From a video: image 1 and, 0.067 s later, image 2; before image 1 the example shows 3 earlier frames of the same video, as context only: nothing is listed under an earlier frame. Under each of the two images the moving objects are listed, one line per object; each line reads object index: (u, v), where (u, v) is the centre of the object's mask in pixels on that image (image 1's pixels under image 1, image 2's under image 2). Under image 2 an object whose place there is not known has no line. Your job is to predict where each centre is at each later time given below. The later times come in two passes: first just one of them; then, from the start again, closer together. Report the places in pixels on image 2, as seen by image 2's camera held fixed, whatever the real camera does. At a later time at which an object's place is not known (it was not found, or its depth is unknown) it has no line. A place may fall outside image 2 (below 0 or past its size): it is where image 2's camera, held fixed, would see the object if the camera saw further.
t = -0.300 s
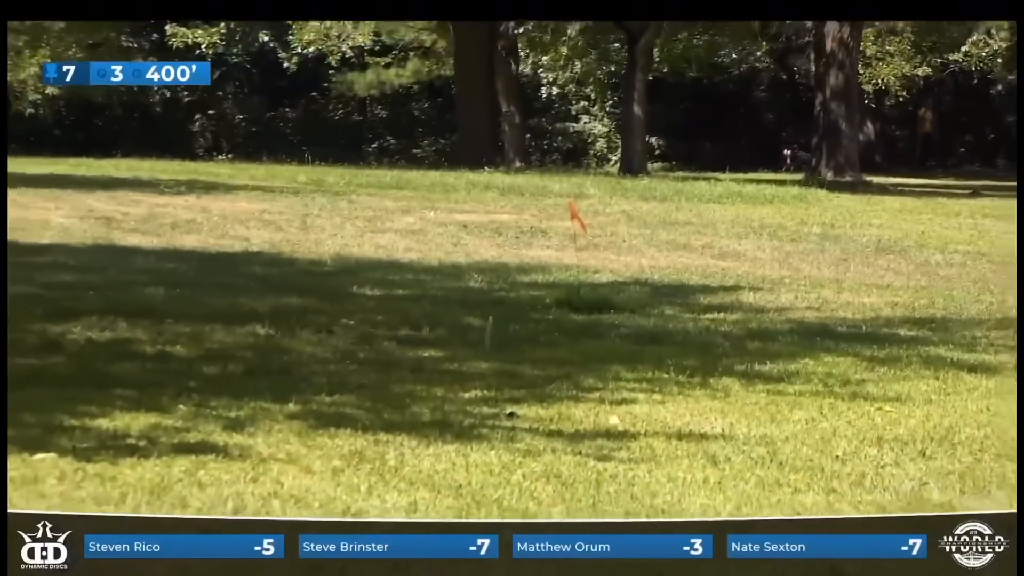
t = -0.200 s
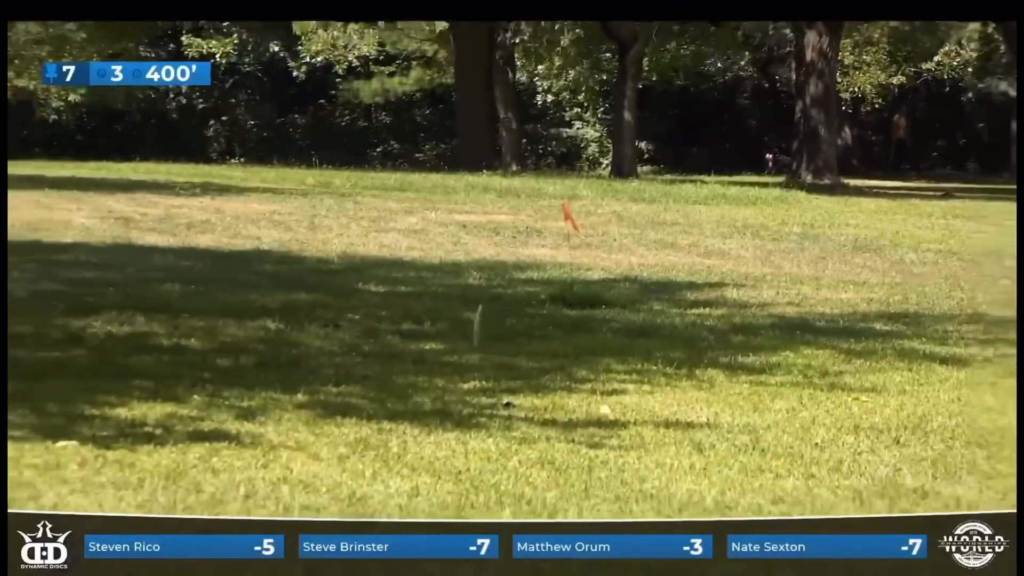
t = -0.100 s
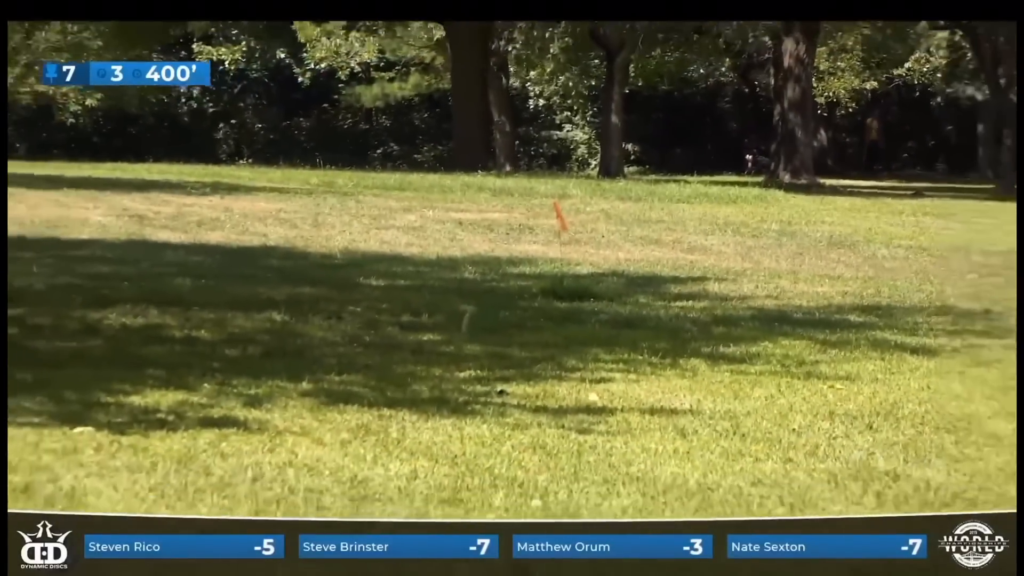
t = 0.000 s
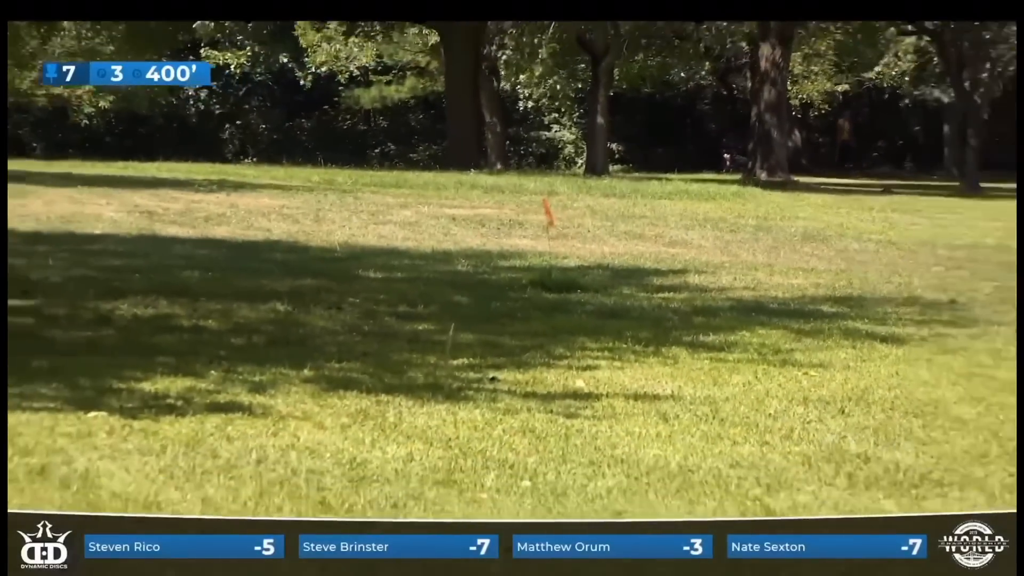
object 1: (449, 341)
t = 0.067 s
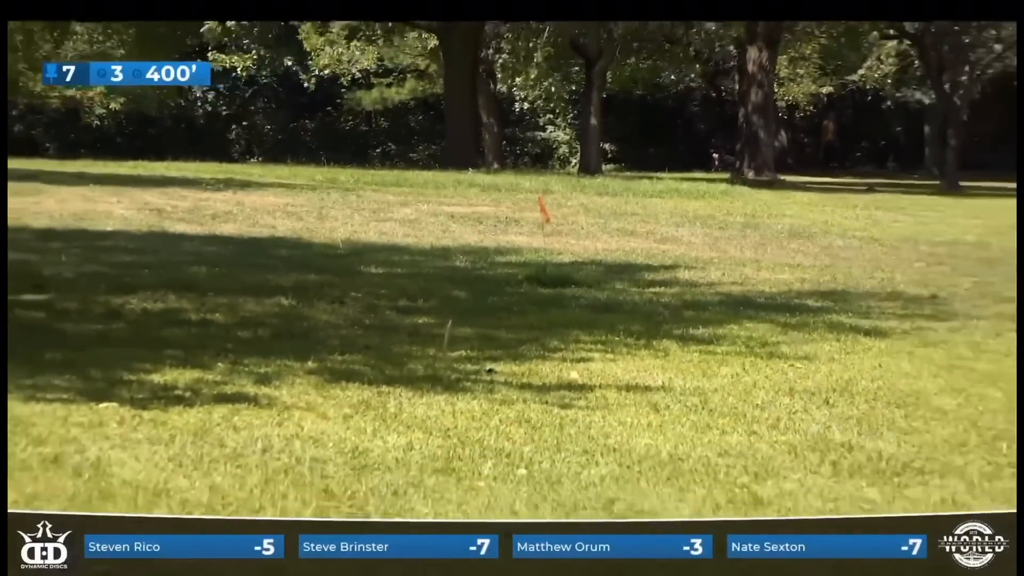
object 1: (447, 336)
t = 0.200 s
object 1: (444, 352)
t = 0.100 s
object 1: (446, 336)
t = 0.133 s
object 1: (445, 342)
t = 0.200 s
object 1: (444, 352)
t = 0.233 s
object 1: (444, 356)
